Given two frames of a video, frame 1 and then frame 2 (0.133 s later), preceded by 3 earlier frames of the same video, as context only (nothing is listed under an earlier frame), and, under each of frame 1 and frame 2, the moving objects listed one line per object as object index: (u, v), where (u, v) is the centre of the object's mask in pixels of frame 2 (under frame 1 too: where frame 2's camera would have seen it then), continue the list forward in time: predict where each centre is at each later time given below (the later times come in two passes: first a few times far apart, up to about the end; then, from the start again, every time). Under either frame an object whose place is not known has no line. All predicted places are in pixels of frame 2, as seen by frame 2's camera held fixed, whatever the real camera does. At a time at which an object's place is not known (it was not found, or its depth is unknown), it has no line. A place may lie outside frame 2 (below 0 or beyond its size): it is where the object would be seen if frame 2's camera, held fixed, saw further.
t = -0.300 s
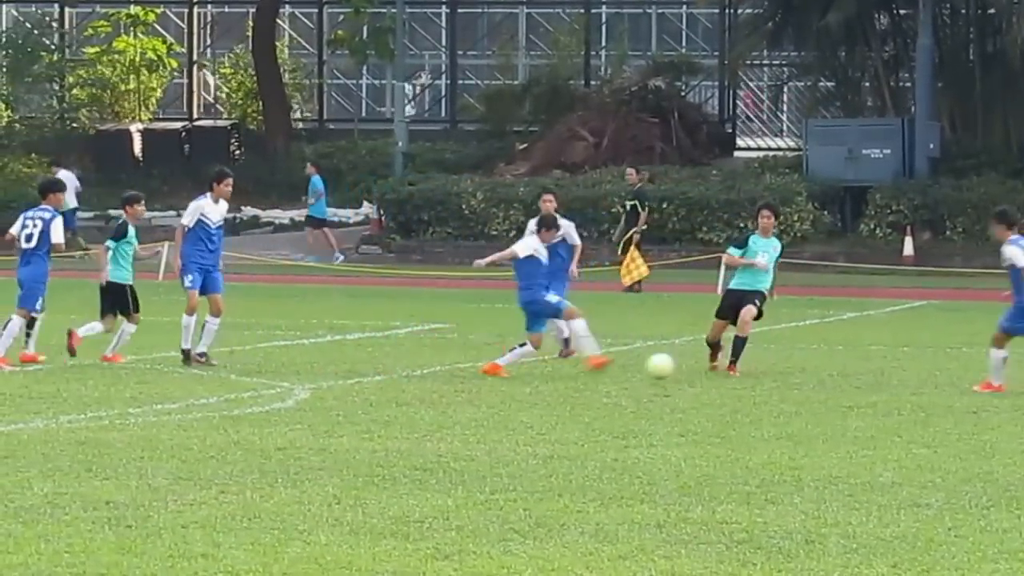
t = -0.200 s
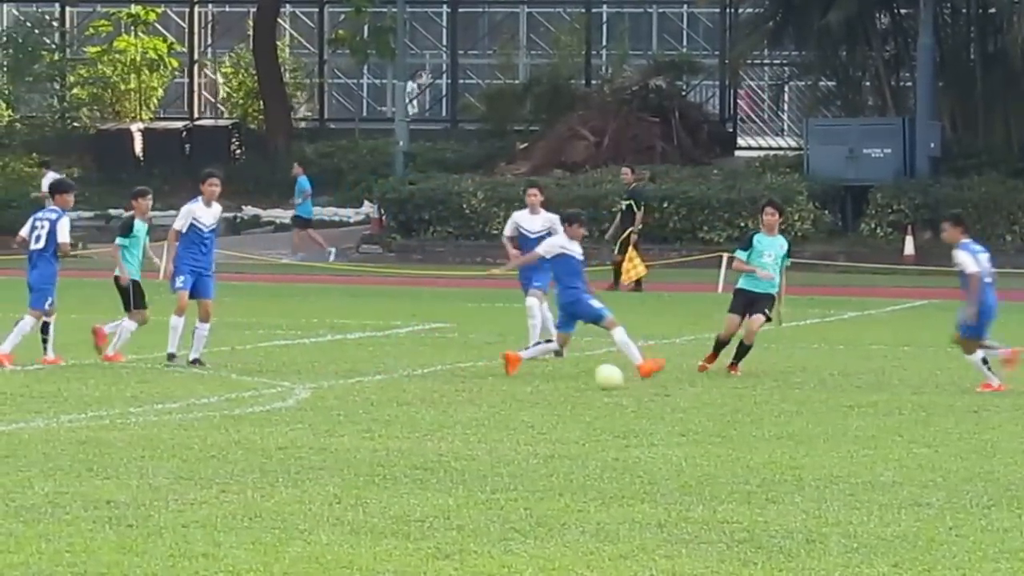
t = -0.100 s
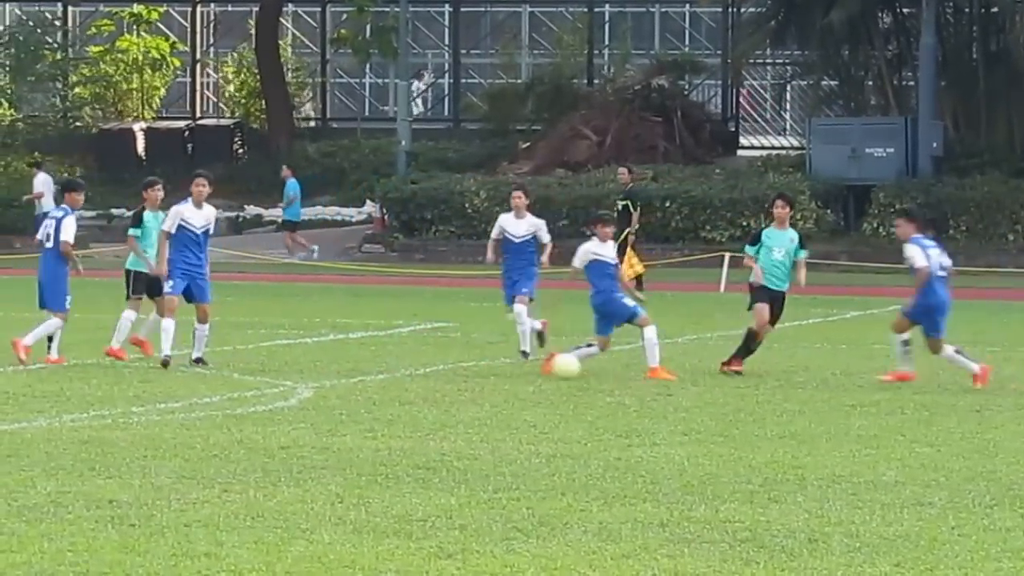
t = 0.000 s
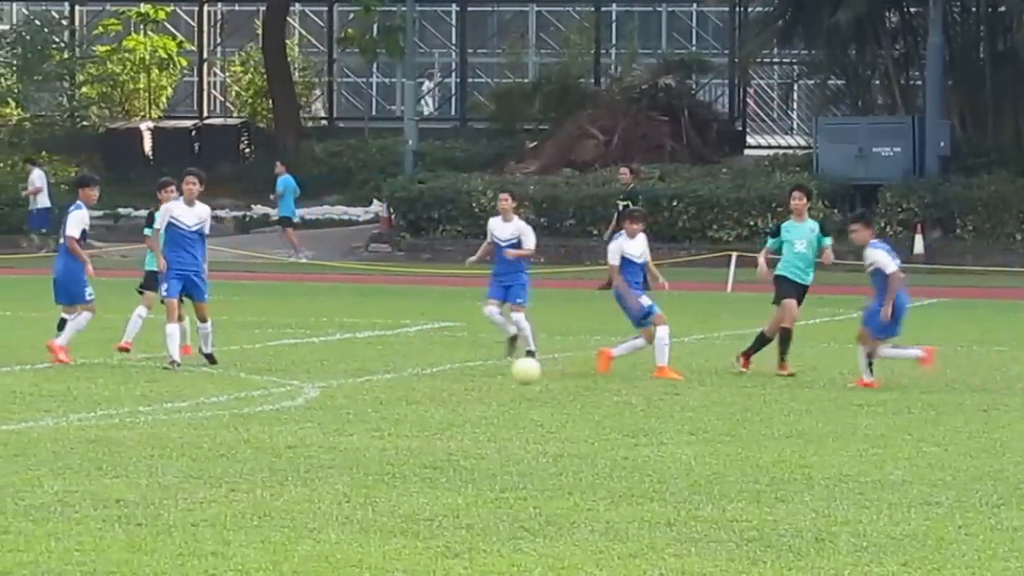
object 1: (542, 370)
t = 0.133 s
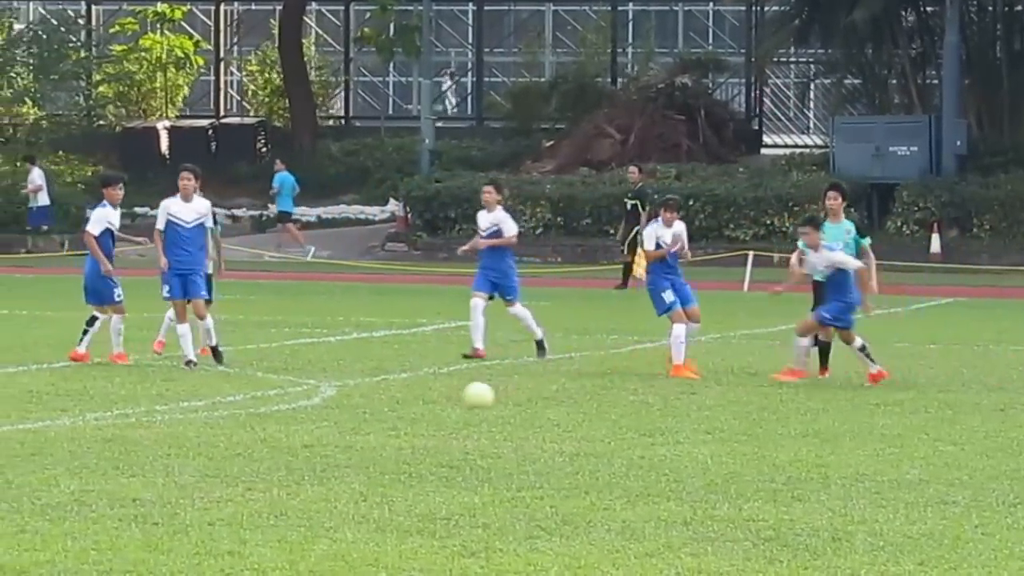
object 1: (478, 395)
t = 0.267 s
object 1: (420, 382)
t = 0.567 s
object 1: (279, 405)
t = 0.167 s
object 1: (464, 390)
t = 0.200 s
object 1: (450, 386)
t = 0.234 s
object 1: (434, 383)
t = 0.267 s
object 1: (420, 382)
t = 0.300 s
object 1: (404, 383)
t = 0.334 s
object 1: (389, 385)
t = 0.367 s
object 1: (374, 389)
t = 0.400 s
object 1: (359, 395)
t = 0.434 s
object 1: (343, 402)
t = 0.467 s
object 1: (327, 410)
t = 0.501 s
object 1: (311, 410)
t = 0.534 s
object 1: (295, 406)
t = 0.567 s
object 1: (279, 405)
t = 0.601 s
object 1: (262, 405)
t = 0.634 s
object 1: (245, 407)
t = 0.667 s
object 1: (229, 411)
